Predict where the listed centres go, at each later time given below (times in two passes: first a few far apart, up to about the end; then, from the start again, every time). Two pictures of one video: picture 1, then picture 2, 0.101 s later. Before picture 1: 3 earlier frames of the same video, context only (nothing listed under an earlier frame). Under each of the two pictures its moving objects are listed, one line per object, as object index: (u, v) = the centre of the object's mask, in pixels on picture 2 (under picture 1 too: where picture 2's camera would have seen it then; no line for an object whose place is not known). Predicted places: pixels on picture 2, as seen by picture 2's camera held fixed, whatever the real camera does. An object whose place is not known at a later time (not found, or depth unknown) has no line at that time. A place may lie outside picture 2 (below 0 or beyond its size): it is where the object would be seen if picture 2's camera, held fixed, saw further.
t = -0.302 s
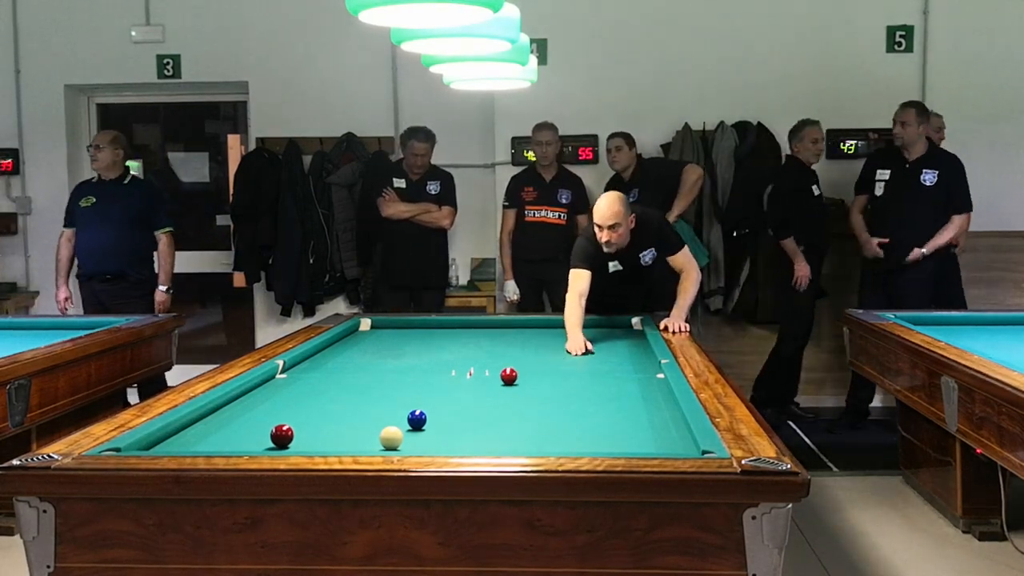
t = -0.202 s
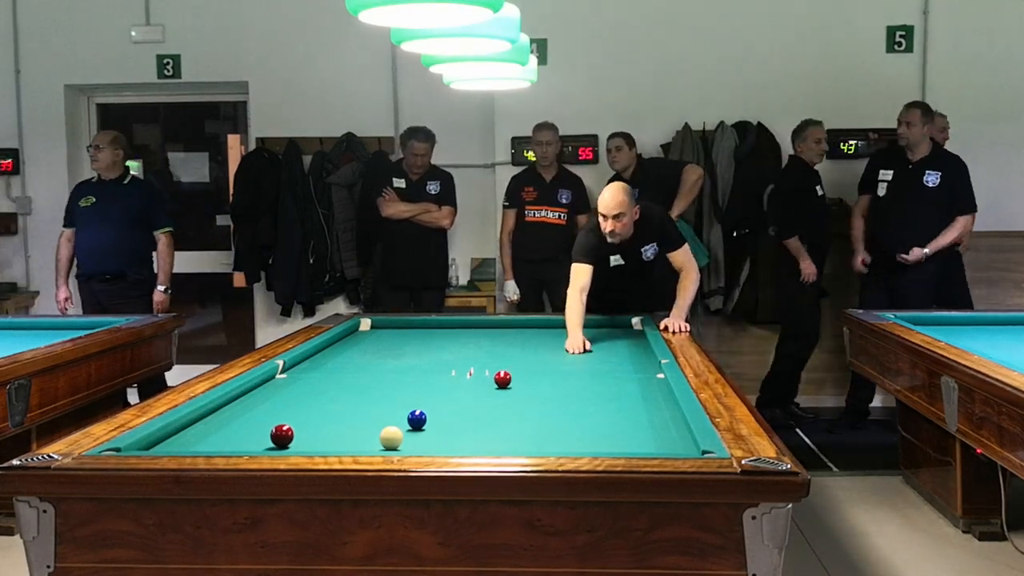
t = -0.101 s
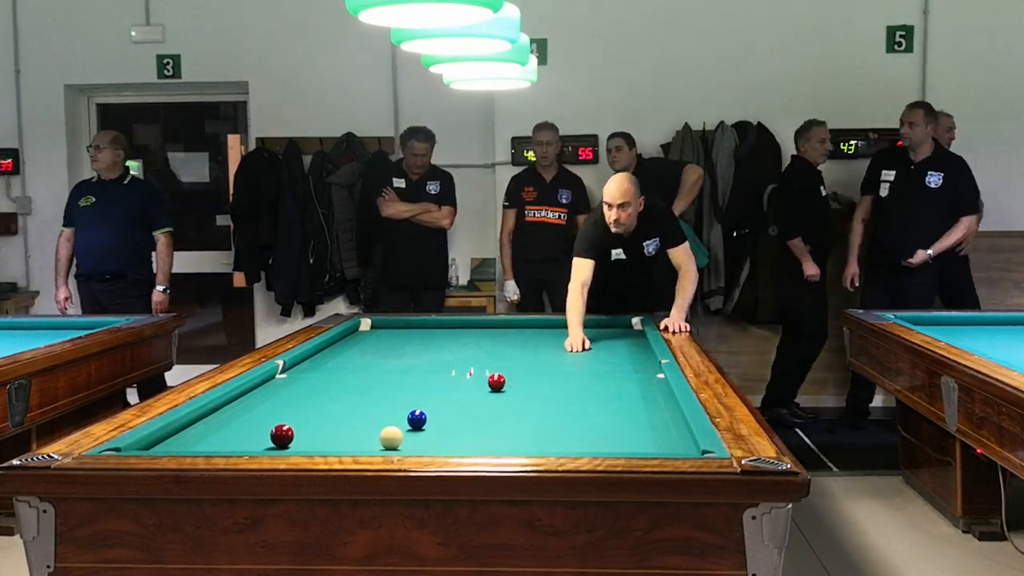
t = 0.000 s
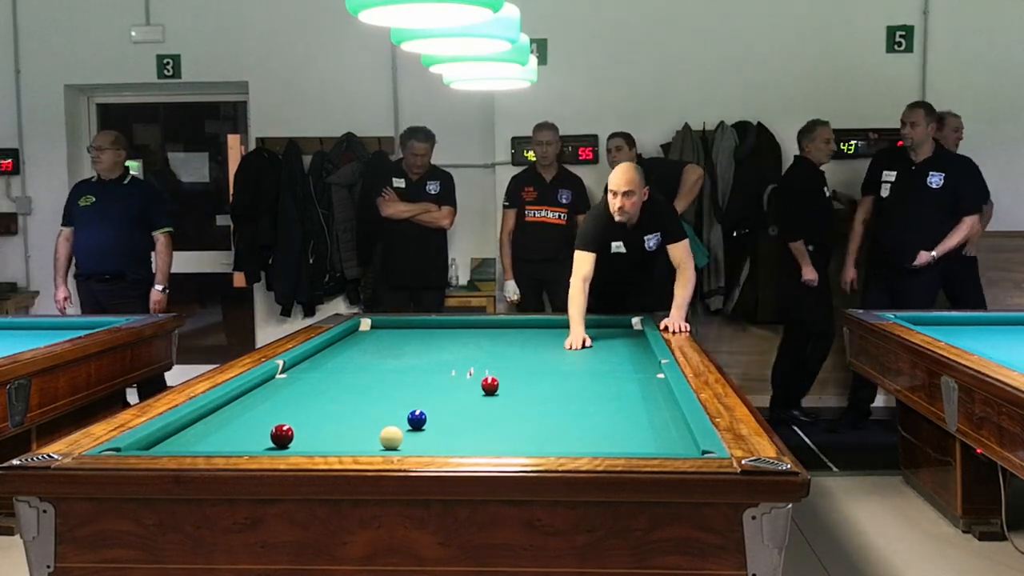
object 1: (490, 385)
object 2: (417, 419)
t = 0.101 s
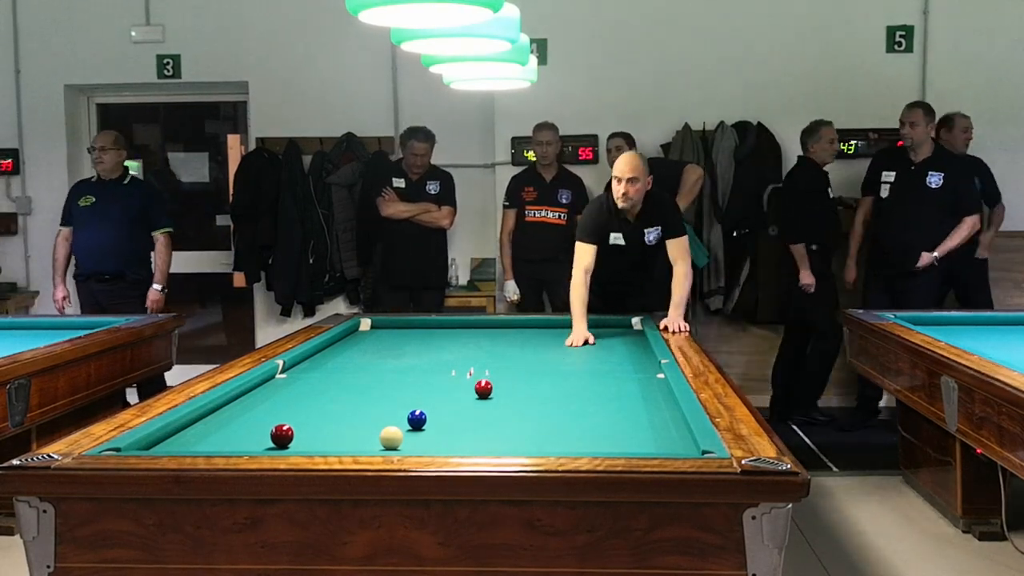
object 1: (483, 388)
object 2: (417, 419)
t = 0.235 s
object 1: (474, 393)
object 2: (417, 419)
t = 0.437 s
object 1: (460, 400)
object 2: (417, 419)
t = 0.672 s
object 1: (442, 410)
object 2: (417, 419)
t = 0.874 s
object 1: (433, 416)
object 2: (407, 421)
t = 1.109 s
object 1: (434, 421)
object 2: (379, 426)
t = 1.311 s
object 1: (435, 425)
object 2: (358, 433)
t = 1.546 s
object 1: (436, 430)
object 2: (331, 439)
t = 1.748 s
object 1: (437, 435)
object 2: (308, 442)
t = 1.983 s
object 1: (438, 439)
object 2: (280, 446)
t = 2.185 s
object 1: (439, 442)
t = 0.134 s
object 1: (481, 390)
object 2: (417, 419)
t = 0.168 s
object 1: (479, 391)
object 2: (416, 419)
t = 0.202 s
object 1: (476, 392)
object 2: (417, 419)
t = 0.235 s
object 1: (474, 393)
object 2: (417, 419)
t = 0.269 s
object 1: (472, 394)
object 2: (417, 419)
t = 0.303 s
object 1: (470, 395)
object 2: (417, 419)
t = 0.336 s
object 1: (467, 397)
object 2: (417, 419)
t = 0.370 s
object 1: (465, 398)
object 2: (417, 419)
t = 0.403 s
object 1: (462, 399)
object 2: (416, 419)
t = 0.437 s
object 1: (460, 400)
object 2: (417, 419)
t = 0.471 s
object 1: (457, 402)
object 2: (417, 419)
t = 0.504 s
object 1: (455, 403)
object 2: (416, 419)
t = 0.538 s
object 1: (452, 404)
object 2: (416, 419)
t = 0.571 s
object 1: (450, 406)
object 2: (416, 419)
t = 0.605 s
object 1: (447, 407)
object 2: (416, 419)
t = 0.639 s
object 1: (445, 408)
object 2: (417, 419)
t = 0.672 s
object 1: (442, 410)
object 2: (417, 419)
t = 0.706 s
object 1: (440, 411)
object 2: (417, 419)
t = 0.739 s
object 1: (437, 412)
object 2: (417, 419)
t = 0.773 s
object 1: (435, 413)
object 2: (417, 419)
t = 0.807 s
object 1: (433, 415)
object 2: (416, 419)
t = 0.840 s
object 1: (433, 416)
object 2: (411, 420)
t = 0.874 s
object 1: (433, 416)
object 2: (407, 421)
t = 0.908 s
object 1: (433, 417)
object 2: (403, 421)
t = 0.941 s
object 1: (434, 417)
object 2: (400, 421)
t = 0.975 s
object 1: (434, 418)
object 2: (396, 421)
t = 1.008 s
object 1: (434, 419)
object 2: (392, 421)
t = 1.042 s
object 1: (434, 419)
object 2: (388, 422)
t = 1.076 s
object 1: (434, 420)
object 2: (383, 423)
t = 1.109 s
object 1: (434, 421)
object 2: (379, 426)
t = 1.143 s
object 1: (434, 422)
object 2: (376, 428)
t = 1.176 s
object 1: (435, 422)
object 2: (373, 429)
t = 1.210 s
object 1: (435, 423)
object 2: (370, 430)
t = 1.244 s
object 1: (435, 424)
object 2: (366, 431)
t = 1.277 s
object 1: (435, 424)
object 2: (362, 432)
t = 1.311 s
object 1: (435, 425)
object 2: (358, 433)
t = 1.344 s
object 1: (436, 426)
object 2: (355, 433)
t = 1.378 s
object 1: (436, 427)
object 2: (351, 434)
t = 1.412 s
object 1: (436, 427)
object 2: (347, 435)
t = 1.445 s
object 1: (436, 428)
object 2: (343, 436)
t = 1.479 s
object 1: (436, 429)
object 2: (339, 437)
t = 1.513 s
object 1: (436, 429)
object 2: (335, 438)
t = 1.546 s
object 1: (436, 430)
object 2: (331, 439)
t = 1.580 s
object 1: (436, 431)
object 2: (327, 440)
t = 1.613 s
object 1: (437, 431)
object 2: (324, 440)
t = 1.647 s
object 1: (437, 433)
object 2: (320, 441)
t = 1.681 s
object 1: (437, 433)
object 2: (316, 442)
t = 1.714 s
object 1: (437, 434)
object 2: (312, 442)
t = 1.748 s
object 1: (437, 435)
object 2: (308, 442)
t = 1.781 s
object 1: (437, 435)
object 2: (304, 443)
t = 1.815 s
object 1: (437, 436)
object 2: (300, 443)
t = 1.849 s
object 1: (438, 437)
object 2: (296, 444)
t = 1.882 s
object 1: (438, 438)
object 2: (293, 444)
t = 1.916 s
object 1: (438, 438)
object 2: (289, 445)
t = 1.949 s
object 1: (438, 439)
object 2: (285, 445)
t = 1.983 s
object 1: (438, 439)
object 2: (280, 446)
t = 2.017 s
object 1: (439, 439)
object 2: (277, 446)
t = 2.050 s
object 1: (439, 440)
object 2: (272, 447)
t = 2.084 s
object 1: (439, 441)
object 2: (269, 447)
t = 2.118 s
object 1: (439, 441)
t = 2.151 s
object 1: (439, 442)
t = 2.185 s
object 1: (439, 442)
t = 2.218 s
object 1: (440, 442)
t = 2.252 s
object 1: (440, 443)
